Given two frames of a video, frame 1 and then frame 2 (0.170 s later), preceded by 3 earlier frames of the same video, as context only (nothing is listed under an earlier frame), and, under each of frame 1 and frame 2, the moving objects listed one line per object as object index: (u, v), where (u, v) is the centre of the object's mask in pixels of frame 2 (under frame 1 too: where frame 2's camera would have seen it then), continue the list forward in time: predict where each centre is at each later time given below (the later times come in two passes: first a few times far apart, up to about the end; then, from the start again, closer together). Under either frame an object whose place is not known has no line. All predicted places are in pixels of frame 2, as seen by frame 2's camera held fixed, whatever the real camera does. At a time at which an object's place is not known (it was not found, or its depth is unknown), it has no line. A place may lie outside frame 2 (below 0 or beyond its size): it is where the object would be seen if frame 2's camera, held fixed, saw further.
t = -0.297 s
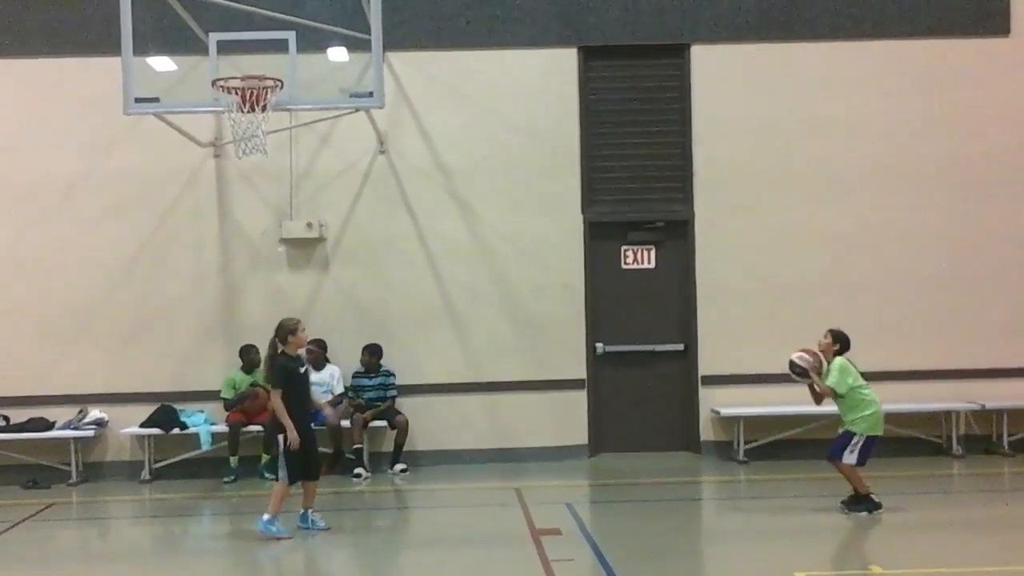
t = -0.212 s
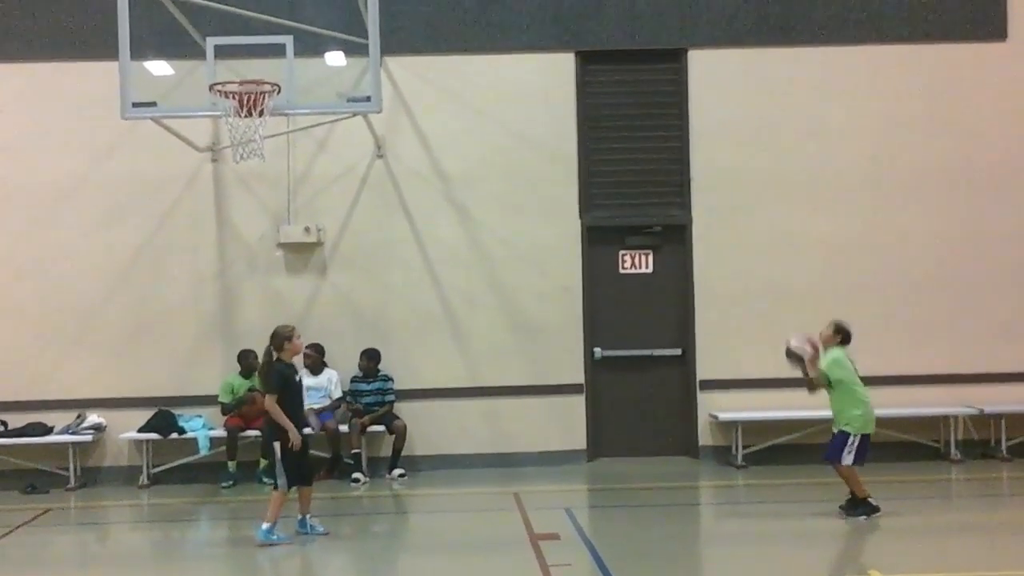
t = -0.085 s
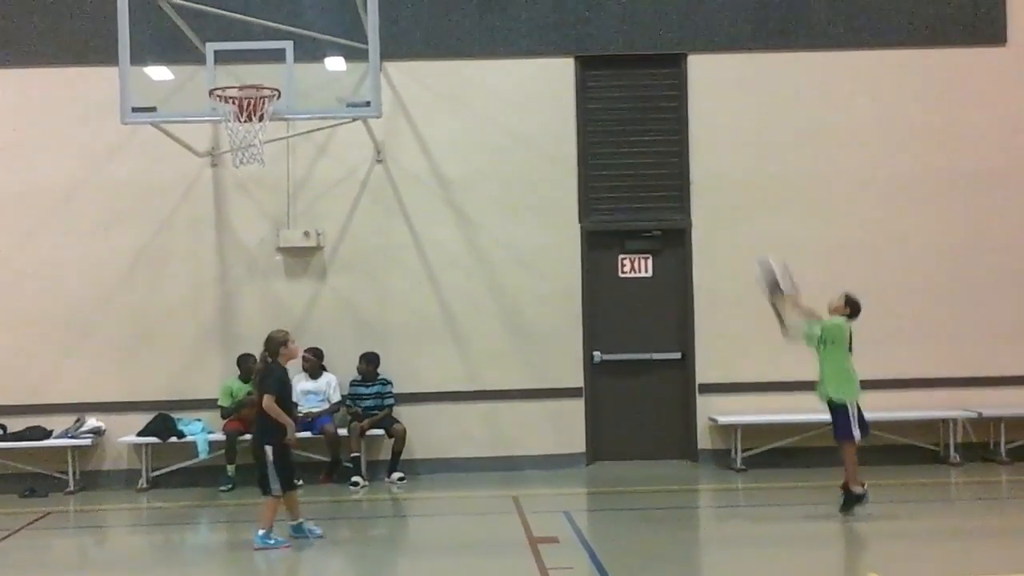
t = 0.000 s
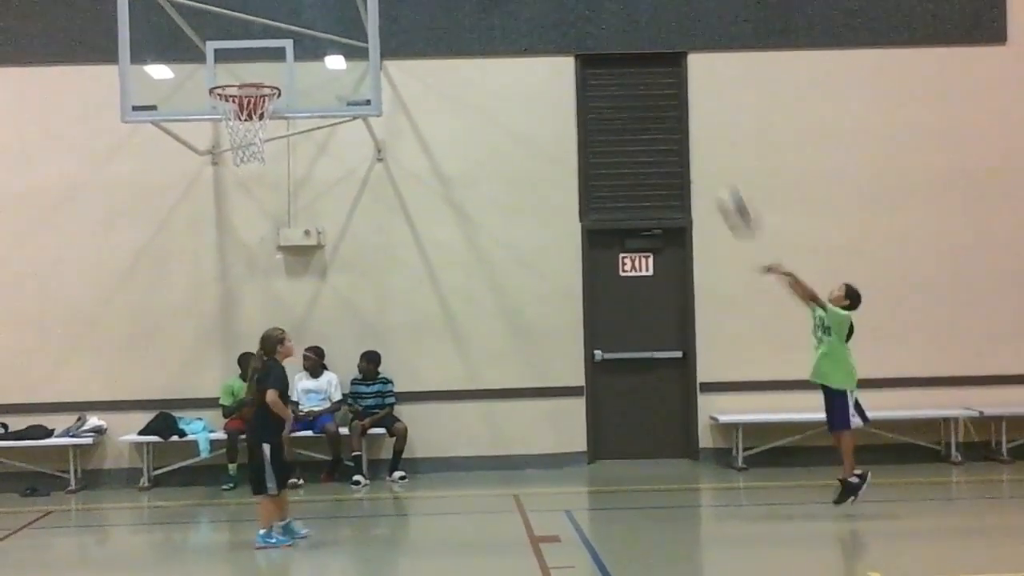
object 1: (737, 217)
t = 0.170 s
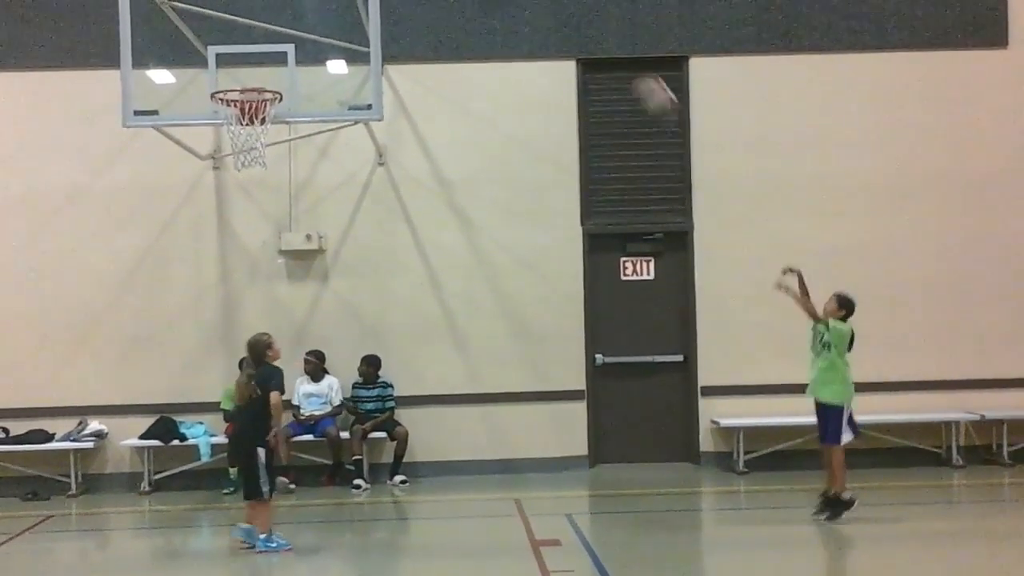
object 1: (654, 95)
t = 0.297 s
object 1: (593, 34)
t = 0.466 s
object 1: (511, -1)
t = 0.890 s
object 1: (312, 38)
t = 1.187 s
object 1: (208, 76)
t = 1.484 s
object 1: (132, 110)
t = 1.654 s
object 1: (89, 181)
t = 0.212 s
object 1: (636, 75)
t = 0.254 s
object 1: (614, 54)
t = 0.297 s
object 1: (593, 34)
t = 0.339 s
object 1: (574, 18)
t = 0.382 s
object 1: (555, 8)
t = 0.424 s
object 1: (534, 2)
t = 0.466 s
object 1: (511, -1)
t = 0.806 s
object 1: (349, 8)
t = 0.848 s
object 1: (332, 17)
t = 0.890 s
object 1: (312, 38)
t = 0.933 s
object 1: (292, 56)
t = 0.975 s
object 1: (275, 73)
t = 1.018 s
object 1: (260, 72)
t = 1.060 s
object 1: (247, 71)
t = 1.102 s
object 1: (236, 71)
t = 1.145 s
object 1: (222, 75)
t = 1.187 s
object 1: (208, 76)
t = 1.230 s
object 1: (198, 75)
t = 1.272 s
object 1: (188, 74)
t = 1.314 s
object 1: (176, 75)
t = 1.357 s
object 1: (164, 81)
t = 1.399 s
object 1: (155, 91)
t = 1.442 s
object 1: (144, 98)
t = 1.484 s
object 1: (132, 110)
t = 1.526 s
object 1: (121, 124)
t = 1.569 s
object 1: (110, 143)
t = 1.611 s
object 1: (100, 160)
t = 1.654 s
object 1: (89, 181)
